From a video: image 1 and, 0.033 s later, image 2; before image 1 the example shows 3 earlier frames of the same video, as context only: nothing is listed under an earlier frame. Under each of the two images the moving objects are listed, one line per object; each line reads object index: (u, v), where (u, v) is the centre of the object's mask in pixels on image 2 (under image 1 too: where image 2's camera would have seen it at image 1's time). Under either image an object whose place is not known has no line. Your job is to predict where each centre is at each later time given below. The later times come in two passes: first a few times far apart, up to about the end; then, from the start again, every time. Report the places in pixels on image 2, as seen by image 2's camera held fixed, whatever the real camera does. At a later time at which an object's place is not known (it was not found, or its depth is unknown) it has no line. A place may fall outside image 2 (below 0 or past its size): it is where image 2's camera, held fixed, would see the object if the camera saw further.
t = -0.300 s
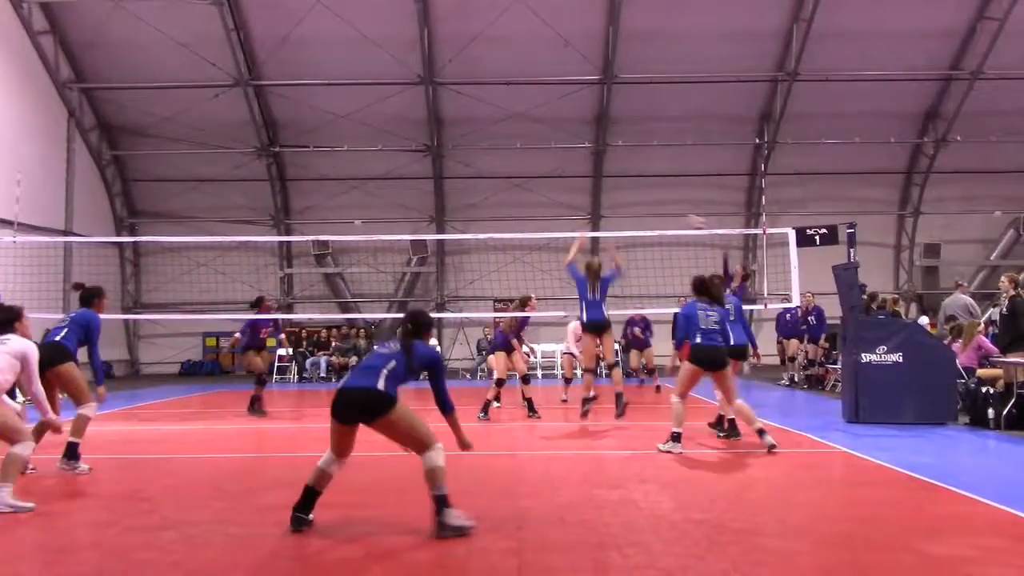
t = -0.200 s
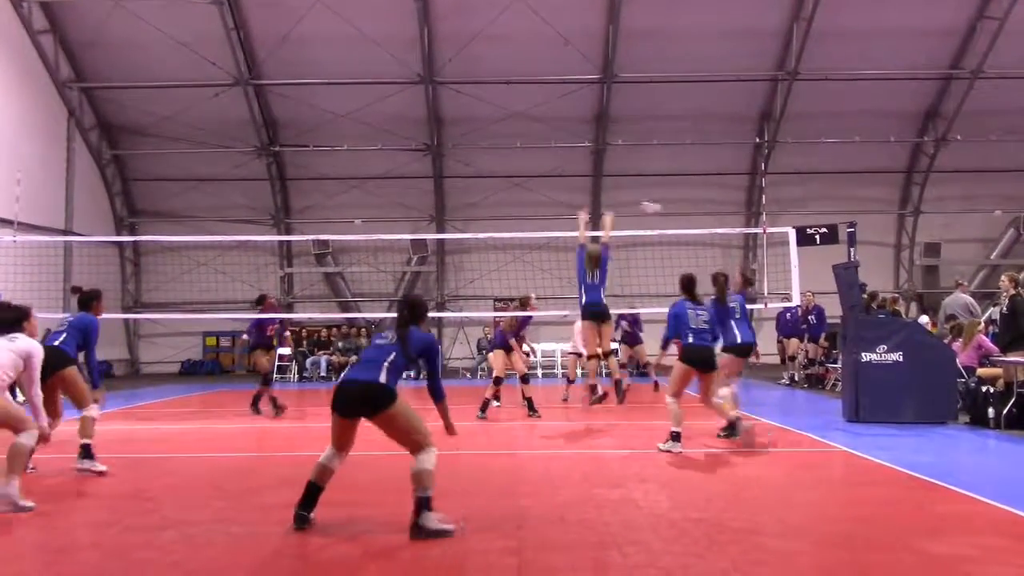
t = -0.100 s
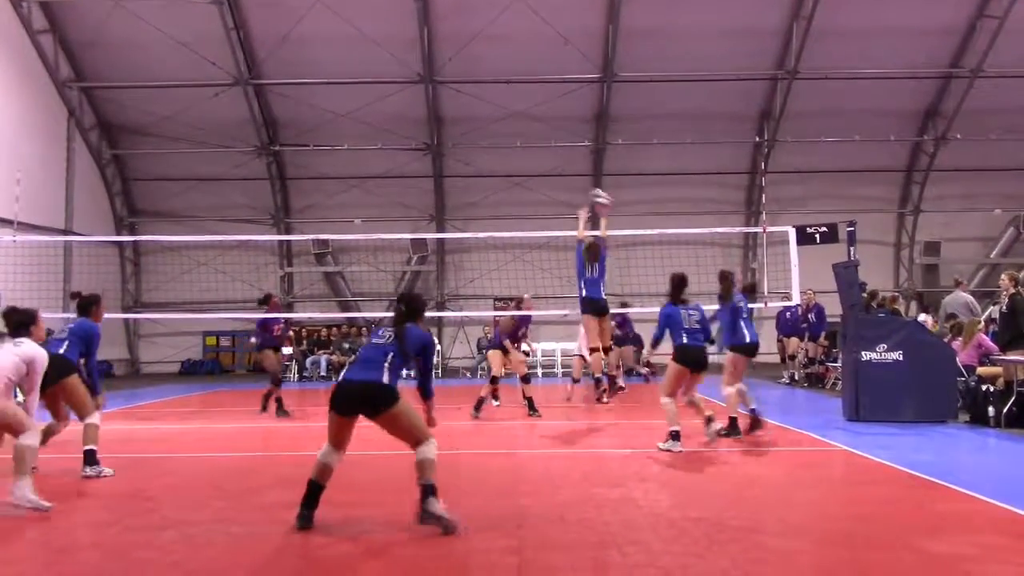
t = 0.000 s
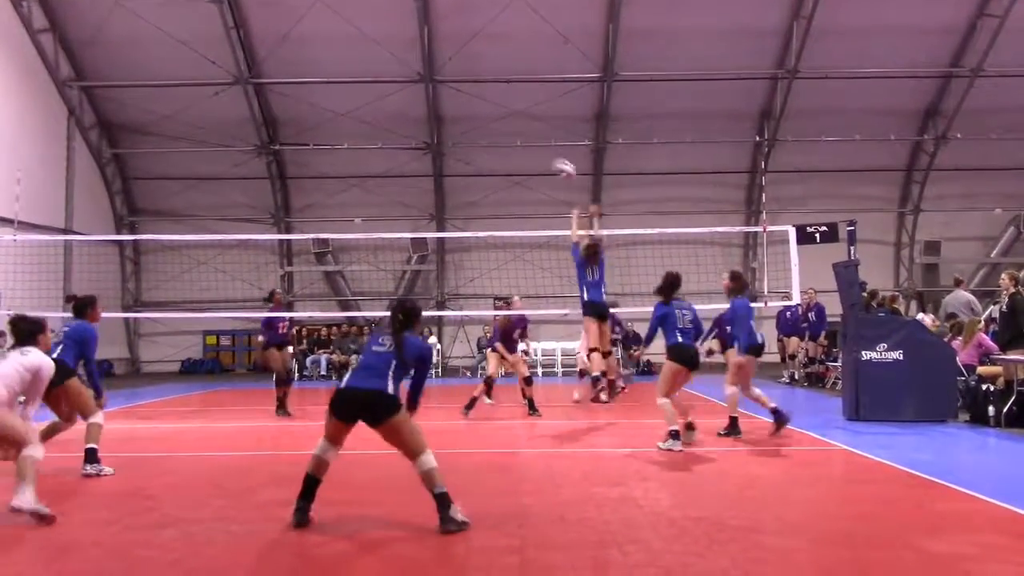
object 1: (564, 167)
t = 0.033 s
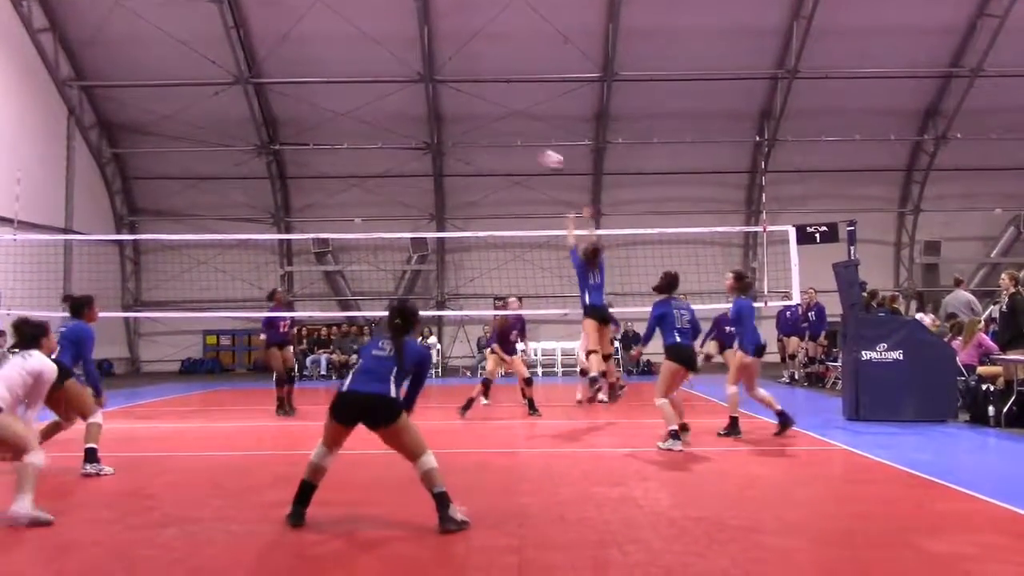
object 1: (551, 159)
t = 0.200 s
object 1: (482, 130)
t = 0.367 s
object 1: (397, 125)
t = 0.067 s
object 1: (539, 151)
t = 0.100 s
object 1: (524, 143)
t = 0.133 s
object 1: (511, 137)
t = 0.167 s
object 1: (496, 132)
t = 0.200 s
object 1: (482, 130)
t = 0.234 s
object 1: (466, 125)
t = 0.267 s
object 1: (449, 123)
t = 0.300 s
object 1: (433, 121)
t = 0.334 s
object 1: (416, 121)
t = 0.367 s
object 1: (397, 125)
